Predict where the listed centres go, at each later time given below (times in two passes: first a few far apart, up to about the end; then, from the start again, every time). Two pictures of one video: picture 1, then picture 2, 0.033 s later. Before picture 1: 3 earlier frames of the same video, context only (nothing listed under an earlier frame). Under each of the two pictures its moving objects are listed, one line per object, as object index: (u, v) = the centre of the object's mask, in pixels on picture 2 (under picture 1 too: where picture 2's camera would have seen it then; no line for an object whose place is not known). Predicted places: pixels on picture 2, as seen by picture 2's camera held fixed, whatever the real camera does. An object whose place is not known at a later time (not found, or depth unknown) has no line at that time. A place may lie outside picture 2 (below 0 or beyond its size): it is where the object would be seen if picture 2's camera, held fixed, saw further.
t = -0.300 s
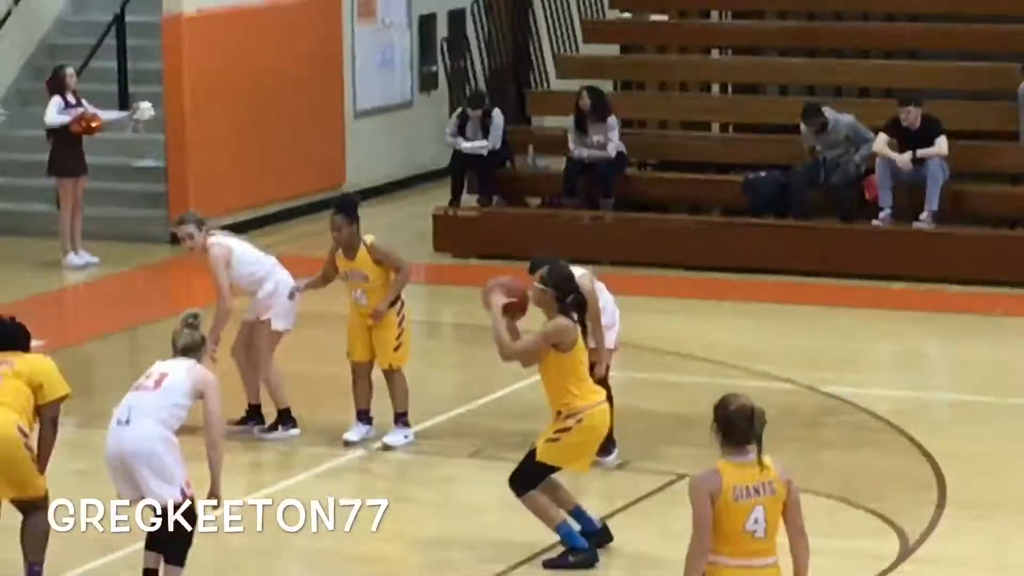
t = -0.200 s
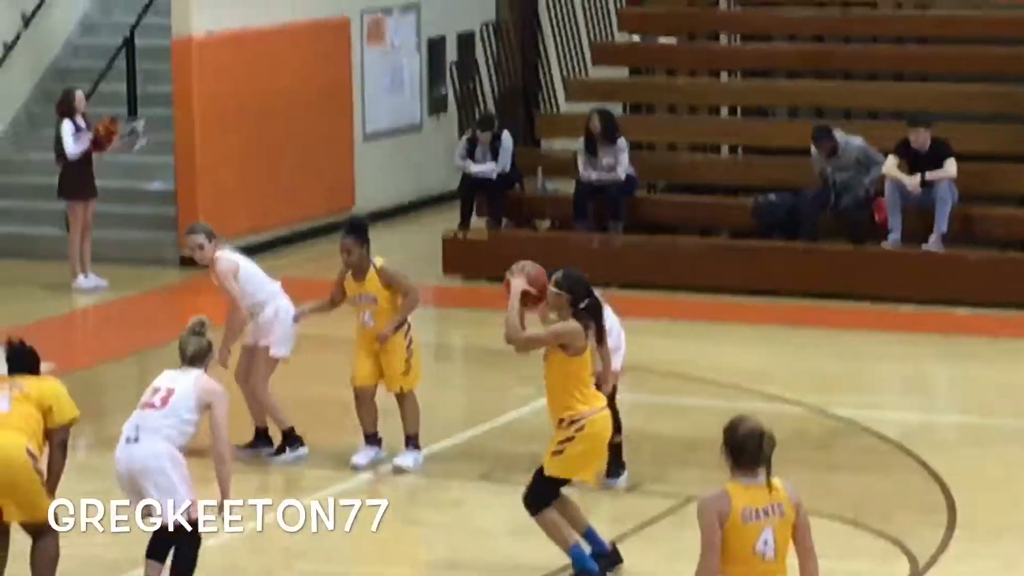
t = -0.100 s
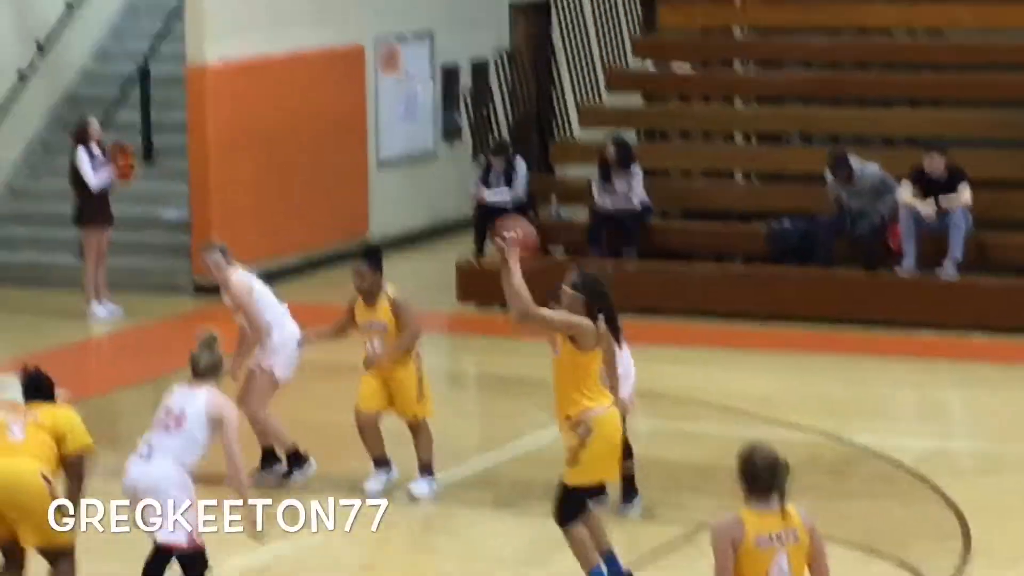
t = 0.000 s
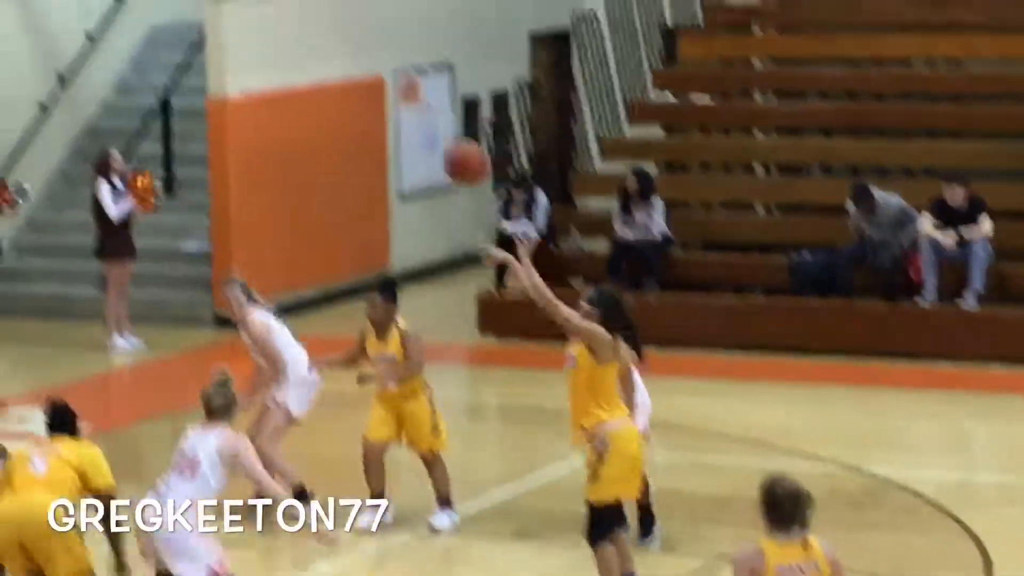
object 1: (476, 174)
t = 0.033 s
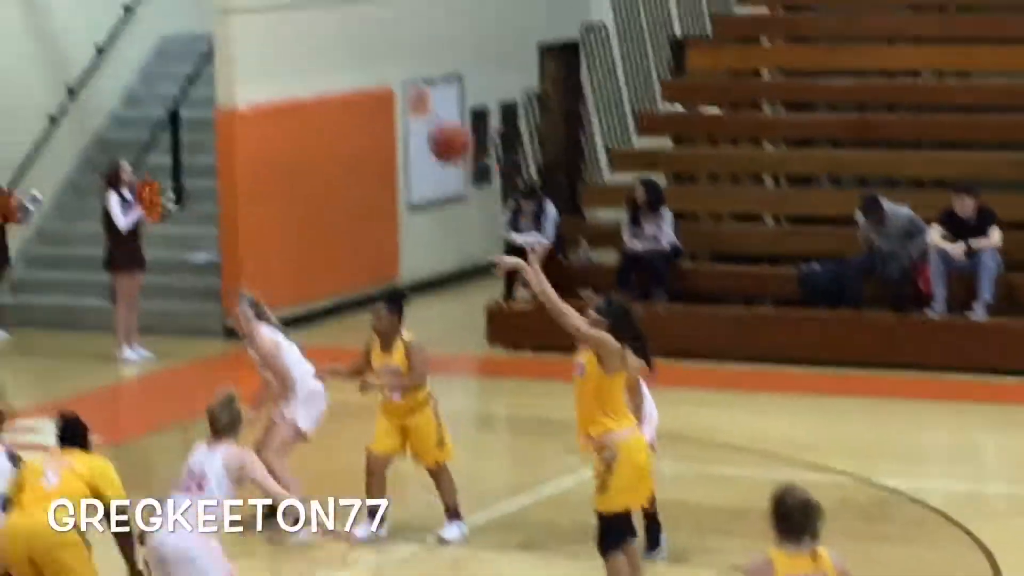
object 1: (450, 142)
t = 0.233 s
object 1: (313, -3)
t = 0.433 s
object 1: (182, -71)
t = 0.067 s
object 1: (426, 111)
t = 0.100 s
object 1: (406, 88)
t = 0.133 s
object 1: (382, 61)
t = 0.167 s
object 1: (357, 37)
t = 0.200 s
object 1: (335, 17)
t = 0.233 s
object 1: (313, -3)
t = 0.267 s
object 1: (291, -19)
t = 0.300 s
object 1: (269, -34)
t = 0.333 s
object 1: (248, -45)
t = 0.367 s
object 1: (225, -56)
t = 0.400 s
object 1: (204, -64)
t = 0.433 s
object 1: (182, -71)
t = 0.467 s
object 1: (161, -77)
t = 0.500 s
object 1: (140, -79)
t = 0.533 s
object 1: (119, -79)
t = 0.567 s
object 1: (99, -78)
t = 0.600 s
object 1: (78, -74)
